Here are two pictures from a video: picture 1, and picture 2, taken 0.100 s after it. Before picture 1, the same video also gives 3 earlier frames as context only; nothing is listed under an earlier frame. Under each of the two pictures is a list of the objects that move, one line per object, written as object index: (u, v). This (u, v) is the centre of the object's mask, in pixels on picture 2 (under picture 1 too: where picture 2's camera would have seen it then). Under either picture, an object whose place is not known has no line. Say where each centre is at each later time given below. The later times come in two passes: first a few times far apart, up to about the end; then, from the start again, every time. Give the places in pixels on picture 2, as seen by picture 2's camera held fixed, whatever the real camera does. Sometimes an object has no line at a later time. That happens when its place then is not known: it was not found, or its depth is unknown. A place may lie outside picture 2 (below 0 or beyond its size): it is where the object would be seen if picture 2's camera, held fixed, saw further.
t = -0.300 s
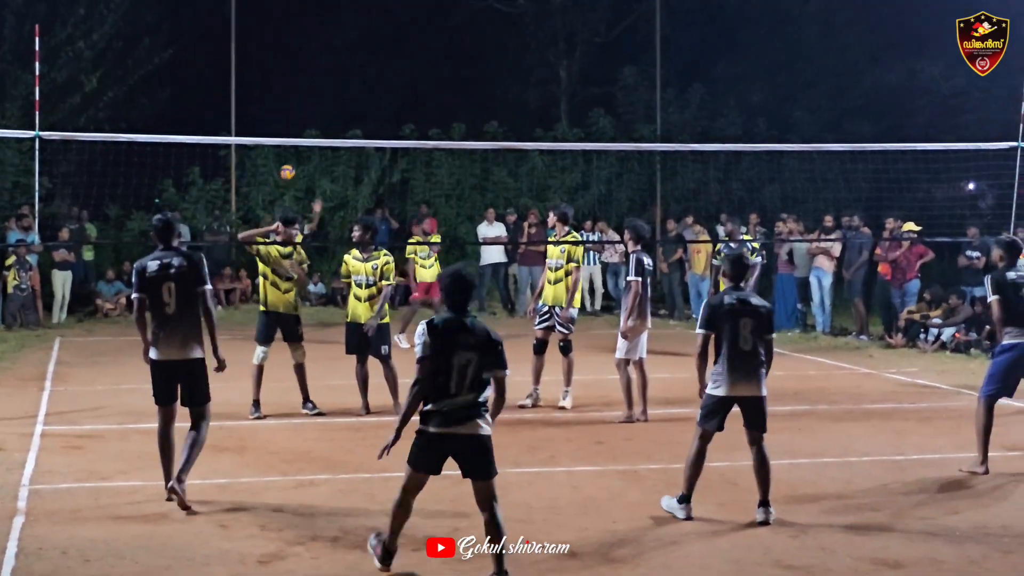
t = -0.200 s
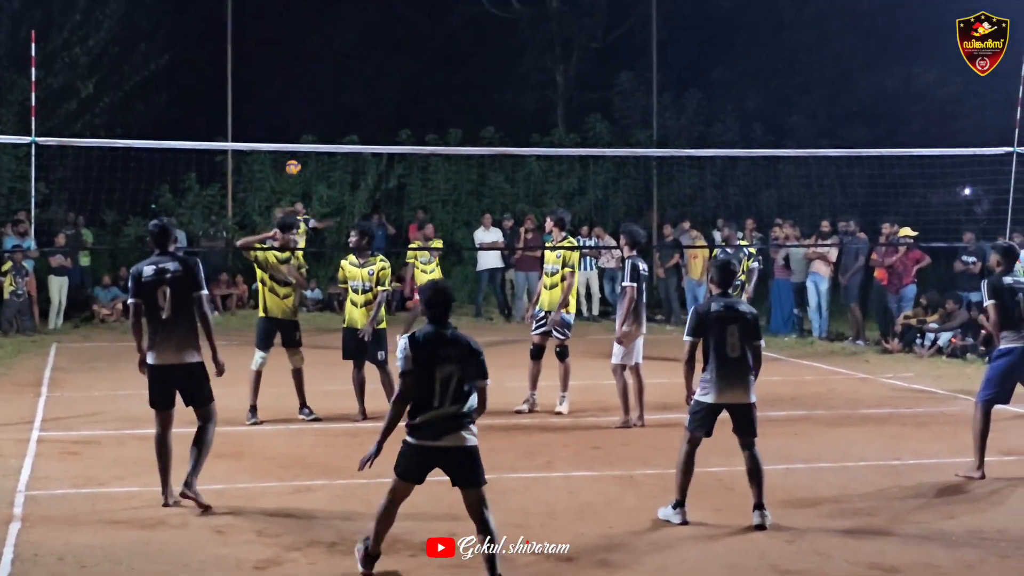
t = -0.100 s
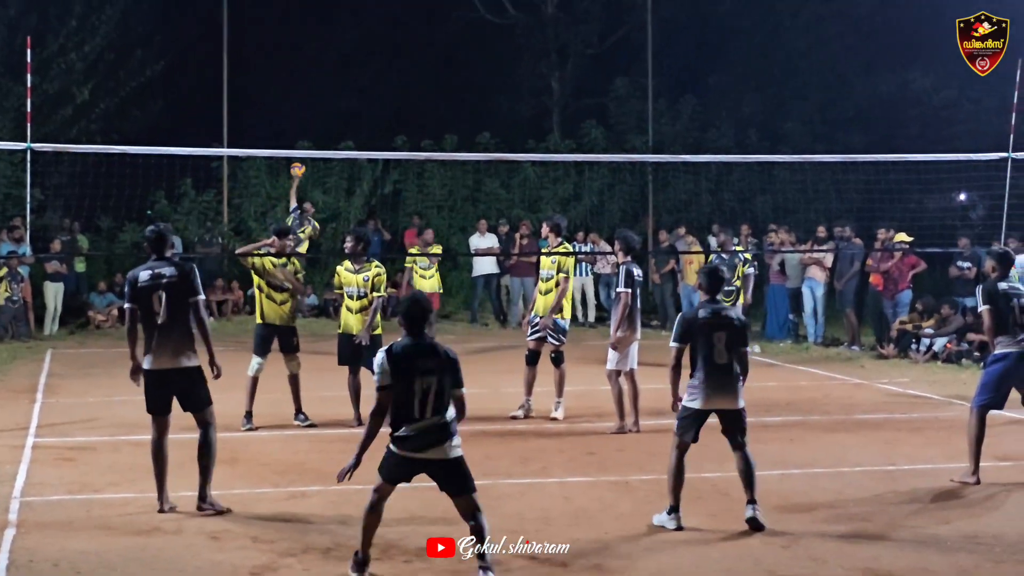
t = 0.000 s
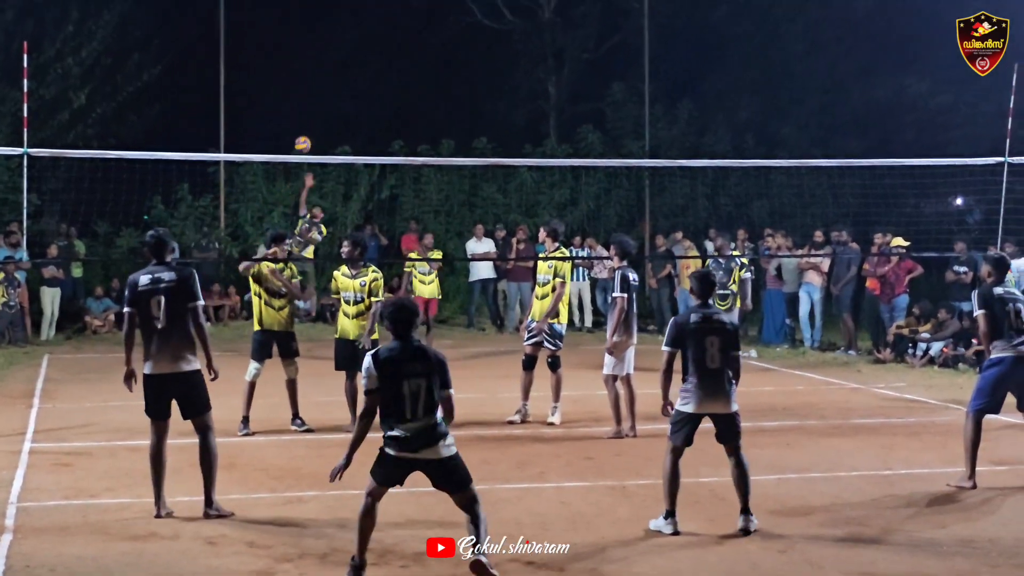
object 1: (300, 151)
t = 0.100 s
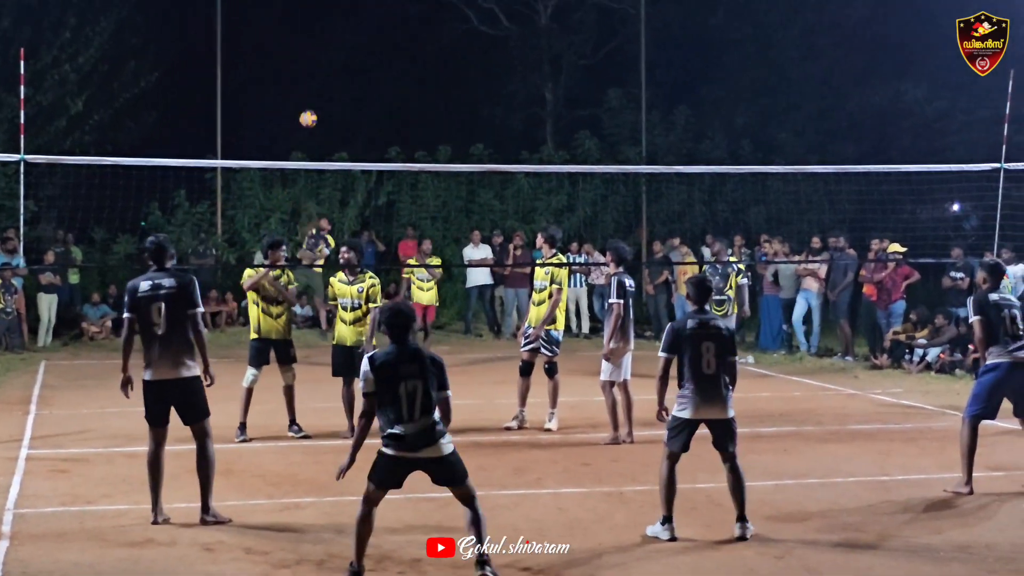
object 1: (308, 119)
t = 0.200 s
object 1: (319, 91)
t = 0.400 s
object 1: (348, 48)
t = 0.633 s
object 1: (401, 35)
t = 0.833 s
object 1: (465, 81)
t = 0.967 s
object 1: (525, 151)
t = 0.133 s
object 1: (311, 108)
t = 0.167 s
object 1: (315, 100)
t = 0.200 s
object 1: (319, 91)
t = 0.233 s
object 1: (323, 81)
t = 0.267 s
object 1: (327, 73)
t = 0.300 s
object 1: (332, 66)
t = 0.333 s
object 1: (337, 59)
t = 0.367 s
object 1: (343, 53)
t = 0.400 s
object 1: (348, 48)
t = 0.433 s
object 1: (355, 43)
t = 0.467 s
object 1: (362, 39)
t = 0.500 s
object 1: (369, 36)
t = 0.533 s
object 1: (376, 33)
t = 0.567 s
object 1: (384, 33)
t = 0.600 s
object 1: (392, 33)
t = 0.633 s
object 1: (401, 35)
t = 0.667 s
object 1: (411, 38)
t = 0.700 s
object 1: (420, 43)
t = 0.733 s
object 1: (430, 49)
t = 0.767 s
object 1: (446, 63)
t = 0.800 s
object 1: (452, 68)
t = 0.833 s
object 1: (465, 81)
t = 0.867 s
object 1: (478, 95)
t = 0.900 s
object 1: (493, 112)
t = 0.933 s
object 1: (509, 132)
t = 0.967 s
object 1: (525, 151)
